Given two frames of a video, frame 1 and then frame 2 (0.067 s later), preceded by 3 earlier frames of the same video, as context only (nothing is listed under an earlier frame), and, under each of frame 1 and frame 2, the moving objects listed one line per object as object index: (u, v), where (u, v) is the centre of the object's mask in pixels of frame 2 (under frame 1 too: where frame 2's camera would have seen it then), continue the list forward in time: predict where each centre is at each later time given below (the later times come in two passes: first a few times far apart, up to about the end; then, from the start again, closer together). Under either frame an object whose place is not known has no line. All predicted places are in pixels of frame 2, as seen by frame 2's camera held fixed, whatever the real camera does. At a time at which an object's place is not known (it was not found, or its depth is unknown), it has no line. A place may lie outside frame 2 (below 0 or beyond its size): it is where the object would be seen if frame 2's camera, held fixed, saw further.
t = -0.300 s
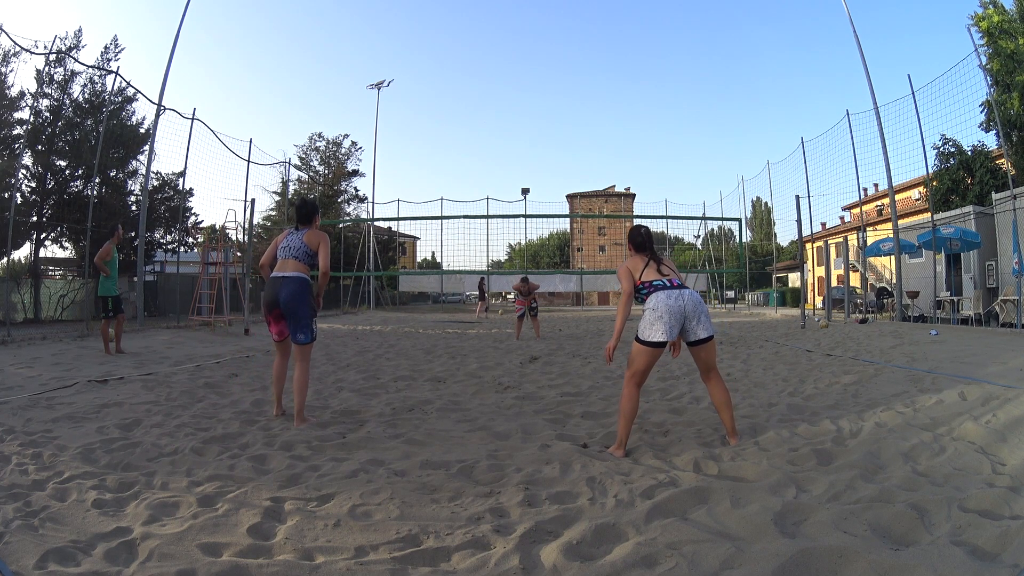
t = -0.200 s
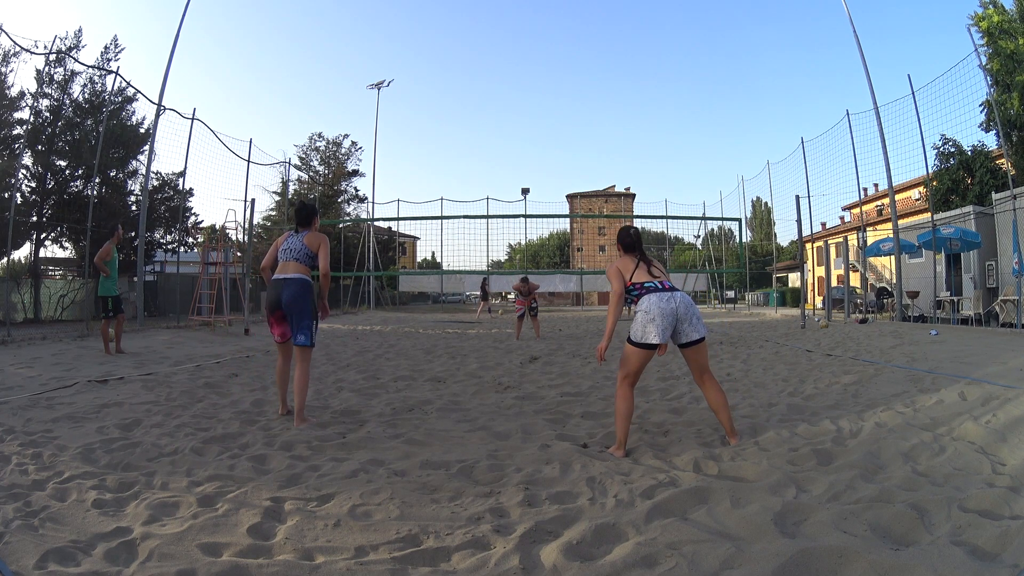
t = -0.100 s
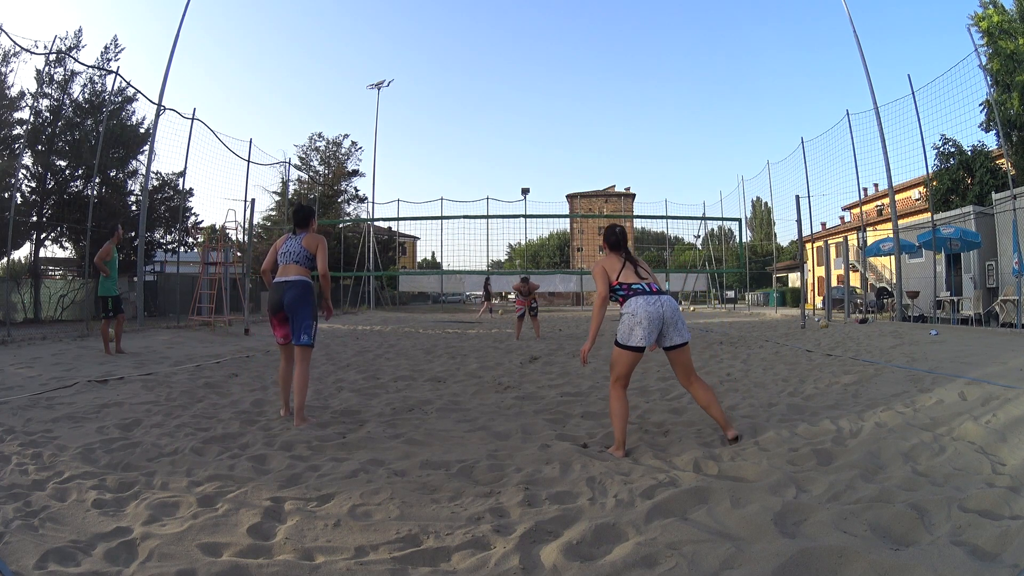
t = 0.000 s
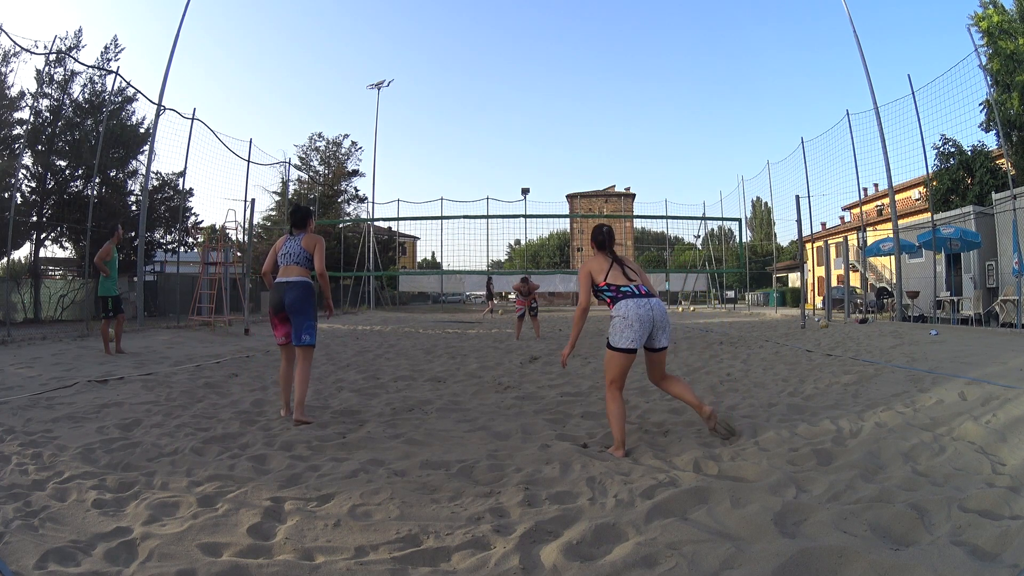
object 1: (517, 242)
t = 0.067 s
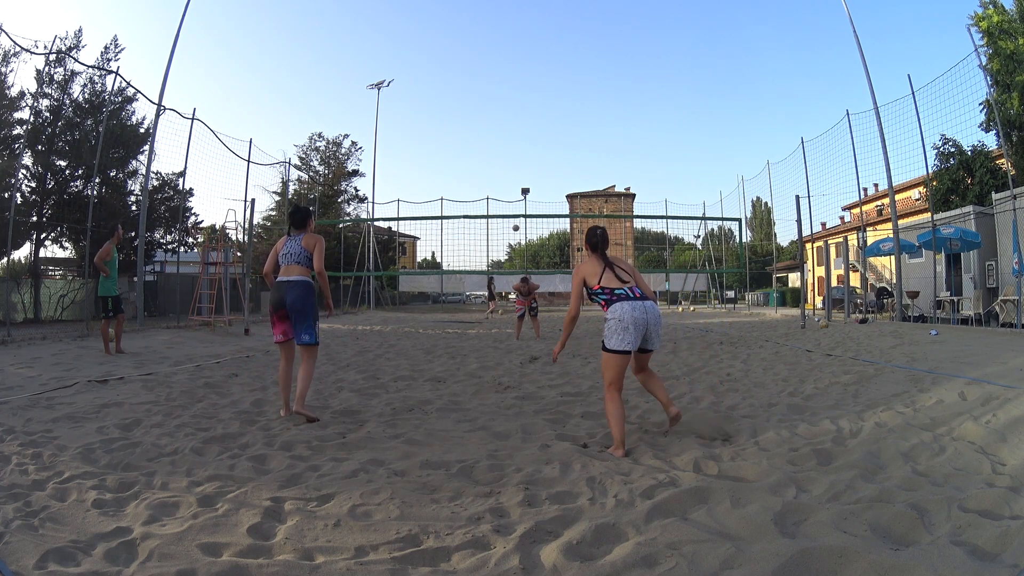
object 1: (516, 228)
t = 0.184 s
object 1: (512, 204)
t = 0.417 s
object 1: (506, 161)
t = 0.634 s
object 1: (498, 130)
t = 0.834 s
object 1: (487, 115)
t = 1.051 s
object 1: (469, 121)
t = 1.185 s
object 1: (452, 147)
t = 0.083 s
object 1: (515, 225)
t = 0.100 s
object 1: (515, 221)
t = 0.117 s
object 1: (515, 219)
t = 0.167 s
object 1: (513, 208)
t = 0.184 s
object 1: (512, 204)
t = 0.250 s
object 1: (511, 191)
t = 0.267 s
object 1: (510, 188)
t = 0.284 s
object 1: (509, 185)
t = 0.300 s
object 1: (509, 182)
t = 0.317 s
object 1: (509, 179)
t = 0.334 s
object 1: (508, 176)
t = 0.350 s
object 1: (508, 173)
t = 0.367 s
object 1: (507, 170)
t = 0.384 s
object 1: (507, 167)
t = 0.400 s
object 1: (506, 164)
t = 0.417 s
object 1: (506, 161)
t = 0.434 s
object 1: (505, 158)
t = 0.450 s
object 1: (505, 156)
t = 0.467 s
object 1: (504, 153)
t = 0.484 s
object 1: (503, 150)
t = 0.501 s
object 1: (503, 148)
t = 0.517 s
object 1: (502, 145)
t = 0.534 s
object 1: (502, 143)
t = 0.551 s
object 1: (501, 141)
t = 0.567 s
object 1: (500, 138)
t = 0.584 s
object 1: (500, 136)
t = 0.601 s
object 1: (499, 134)
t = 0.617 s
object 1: (498, 132)
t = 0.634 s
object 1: (498, 130)
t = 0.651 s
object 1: (497, 129)
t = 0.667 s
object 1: (496, 127)
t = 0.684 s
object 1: (496, 125)
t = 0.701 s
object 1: (495, 124)
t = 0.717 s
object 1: (494, 122)
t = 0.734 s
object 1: (493, 121)
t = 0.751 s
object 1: (492, 120)
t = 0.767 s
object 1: (491, 119)
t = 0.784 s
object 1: (490, 118)
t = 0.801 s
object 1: (489, 117)
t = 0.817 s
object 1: (488, 116)
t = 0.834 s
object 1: (487, 115)
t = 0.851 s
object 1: (486, 115)
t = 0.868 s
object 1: (485, 114)
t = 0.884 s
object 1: (484, 114)
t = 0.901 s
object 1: (482, 114)
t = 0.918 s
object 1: (481, 114)
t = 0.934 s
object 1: (480, 114)
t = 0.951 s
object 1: (478, 114)
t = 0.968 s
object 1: (477, 115)
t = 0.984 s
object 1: (475, 116)
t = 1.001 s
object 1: (474, 117)
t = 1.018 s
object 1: (472, 118)
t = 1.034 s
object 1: (471, 119)
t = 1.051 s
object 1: (469, 121)
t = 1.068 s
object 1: (467, 123)
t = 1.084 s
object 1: (466, 125)
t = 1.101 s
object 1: (464, 128)
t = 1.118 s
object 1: (461, 131)
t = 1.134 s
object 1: (459, 134)
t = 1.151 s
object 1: (457, 138)
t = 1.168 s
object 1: (455, 142)
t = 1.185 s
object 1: (452, 147)
